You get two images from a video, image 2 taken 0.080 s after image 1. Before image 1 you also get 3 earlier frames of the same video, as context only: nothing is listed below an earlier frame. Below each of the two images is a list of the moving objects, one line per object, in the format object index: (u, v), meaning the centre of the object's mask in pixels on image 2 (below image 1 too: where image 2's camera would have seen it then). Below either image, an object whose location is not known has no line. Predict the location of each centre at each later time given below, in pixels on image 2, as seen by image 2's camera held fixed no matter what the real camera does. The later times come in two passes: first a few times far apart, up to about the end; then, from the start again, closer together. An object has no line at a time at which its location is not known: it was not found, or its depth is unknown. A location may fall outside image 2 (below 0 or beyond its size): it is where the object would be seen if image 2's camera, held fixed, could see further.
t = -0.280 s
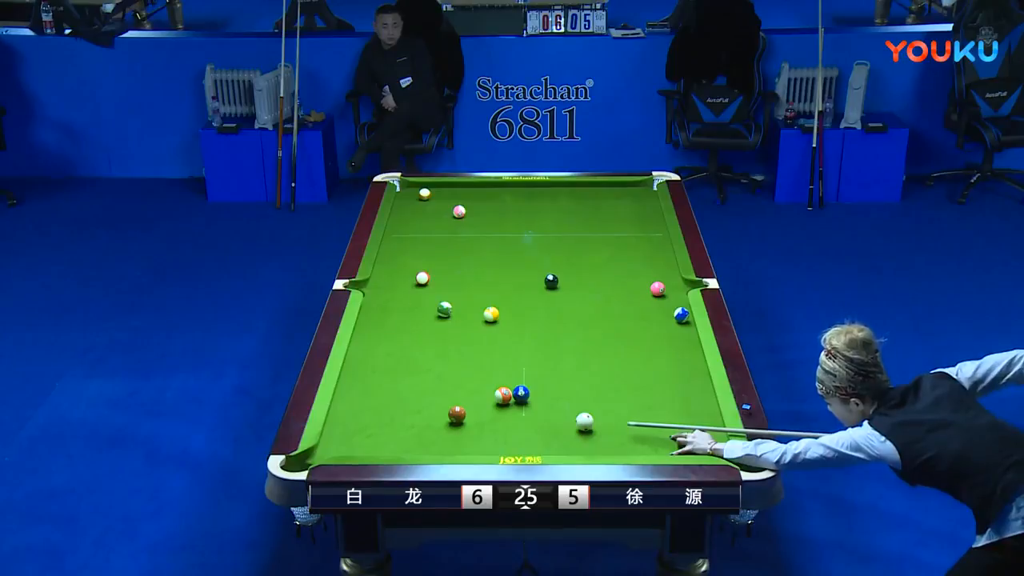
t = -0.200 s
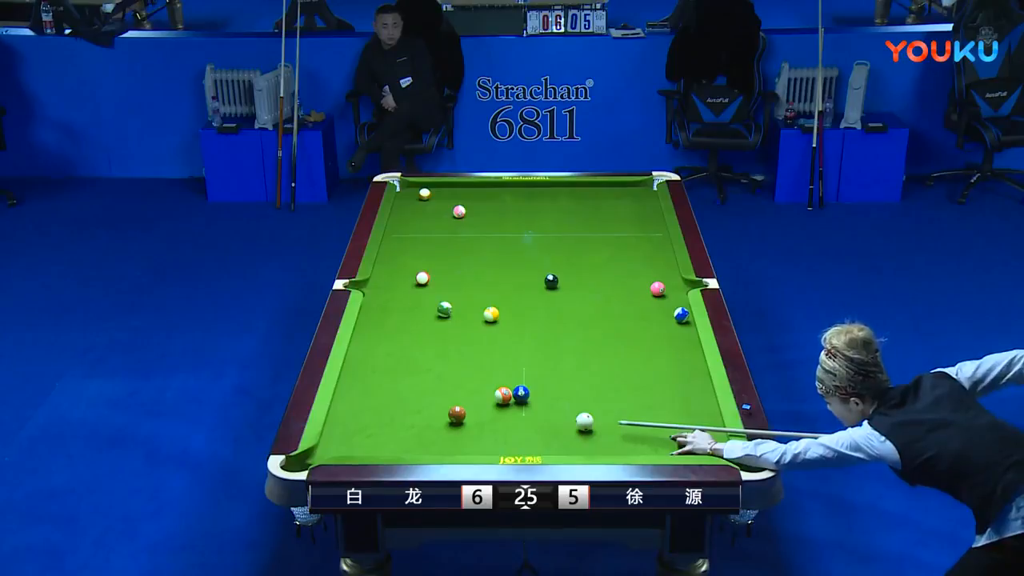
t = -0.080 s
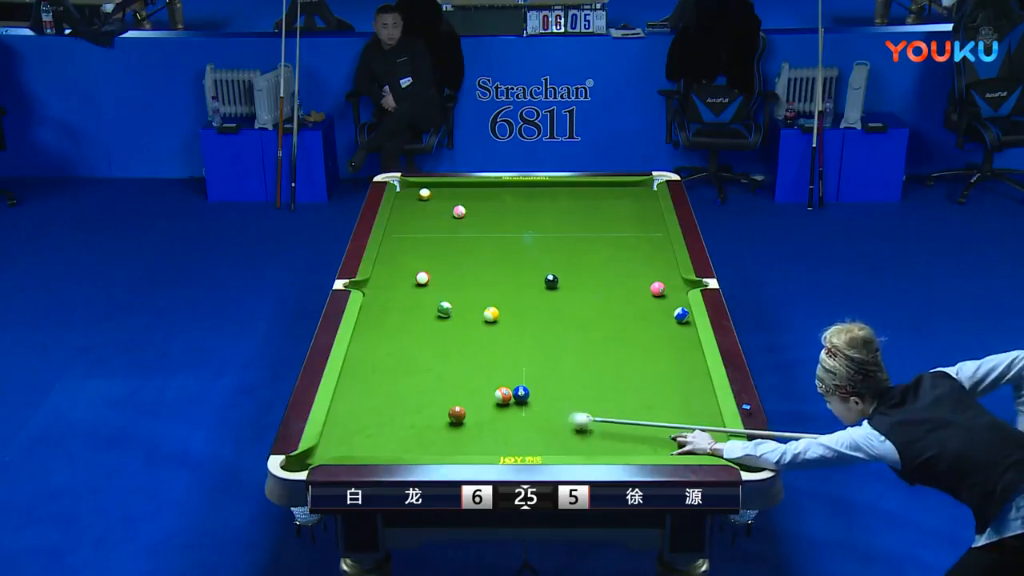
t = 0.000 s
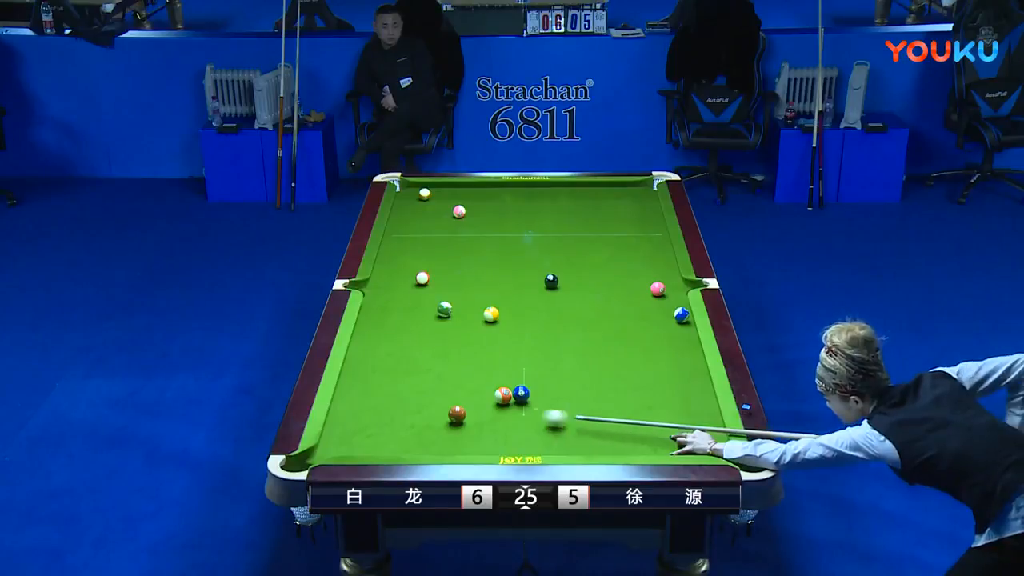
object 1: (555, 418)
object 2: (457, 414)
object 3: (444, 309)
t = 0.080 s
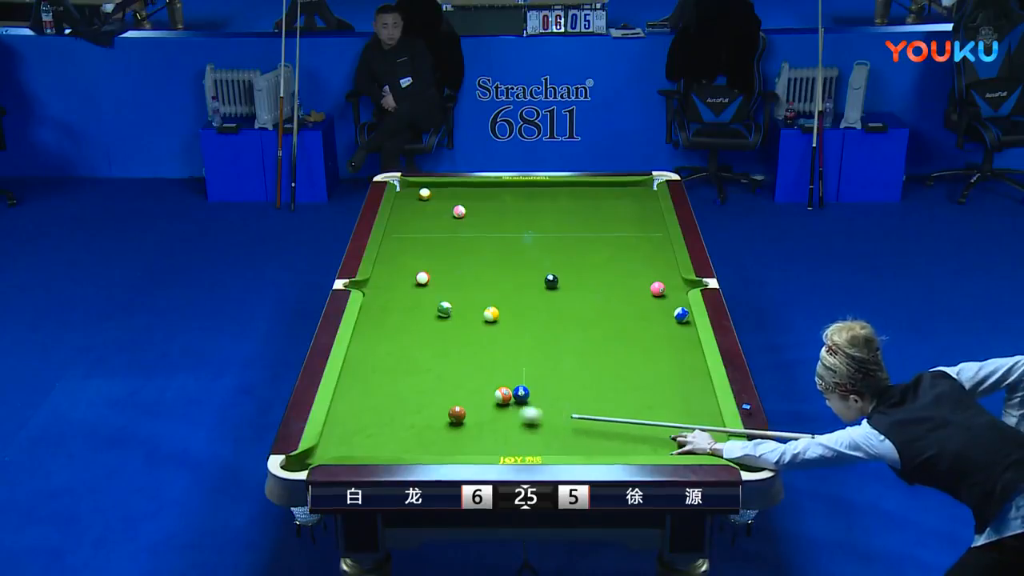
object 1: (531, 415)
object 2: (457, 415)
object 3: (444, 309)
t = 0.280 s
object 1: (472, 408)
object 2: (456, 415)
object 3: (444, 309)
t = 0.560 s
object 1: (431, 388)
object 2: (424, 425)
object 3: (444, 309)
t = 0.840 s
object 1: (393, 371)
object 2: (395, 434)
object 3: (444, 309)
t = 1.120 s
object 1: (357, 355)
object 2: (367, 443)
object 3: (444, 309)
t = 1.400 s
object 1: (376, 343)
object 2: (340, 448)
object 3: (444, 309)
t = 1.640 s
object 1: (396, 334)
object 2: (317, 455)
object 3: (444, 309)
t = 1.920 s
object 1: (417, 324)
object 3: (444, 309)
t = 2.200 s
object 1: (436, 315)
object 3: (446, 308)
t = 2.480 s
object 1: (443, 314)
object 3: (452, 303)
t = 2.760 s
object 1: (448, 314)
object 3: (459, 298)
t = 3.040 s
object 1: (451, 314)
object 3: (464, 294)
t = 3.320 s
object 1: (452, 314)
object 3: (470, 291)
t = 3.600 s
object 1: (452, 314)
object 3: (473, 288)
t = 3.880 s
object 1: (452, 314)
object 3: (476, 286)
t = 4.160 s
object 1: (452, 314)
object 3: (478, 284)
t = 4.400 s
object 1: (452, 314)
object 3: (480, 283)
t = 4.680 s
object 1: (452, 314)
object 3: (481, 283)
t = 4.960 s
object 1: (452, 314)
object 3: (481, 283)
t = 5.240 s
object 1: (452, 314)
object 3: (481, 283)
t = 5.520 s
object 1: (452, 314)
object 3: (481, 283)
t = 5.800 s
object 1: (452, 314)
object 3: (481, 283)
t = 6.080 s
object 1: (452, 314)
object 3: (481, 283)
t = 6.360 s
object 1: (452, 314)
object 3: (481, 283)
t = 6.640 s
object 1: (452, 314)
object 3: (481, 283)
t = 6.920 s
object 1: (452, 314)
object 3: (481, 283)
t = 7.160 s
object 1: (452, 314)
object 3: (481, 283)
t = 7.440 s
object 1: (452, 314)
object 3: (481, 283)
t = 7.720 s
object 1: (452, 314)
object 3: (481, 283)
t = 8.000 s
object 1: (452, 314)
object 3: (481, 283)
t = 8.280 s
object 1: (452, 314)
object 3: (481, 283)
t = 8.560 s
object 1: (452, 314)
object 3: (481, 283)
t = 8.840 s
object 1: (452, 314)
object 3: (481, 283)
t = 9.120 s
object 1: (452, 314)
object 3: (481, 283)
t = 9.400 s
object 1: (452, 314)
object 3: (481, 283)
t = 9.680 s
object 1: (452, 314)
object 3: (481, 283)
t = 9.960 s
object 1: (452, 314)
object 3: (481, 283)
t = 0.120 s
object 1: (519, 414)
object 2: (457, 414)
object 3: (444, 309)
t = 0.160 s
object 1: (507, 413)
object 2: (457, 414)
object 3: (444, 309)
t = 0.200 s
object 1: (494, 411)
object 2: (457, 414)
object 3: (444, 309)
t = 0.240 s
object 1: (484, 411)
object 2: (457, 414)
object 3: (444, 309)
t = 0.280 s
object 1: (472, 408)
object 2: (456, 415)
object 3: (444, 309)
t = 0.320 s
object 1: (467, 405)
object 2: (451, 416)
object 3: (444, 309)
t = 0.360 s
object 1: (461, 402)
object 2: (445, 418)
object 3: (444, 309)
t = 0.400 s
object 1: (455, 399)
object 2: (441, 419)
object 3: (444, 309)
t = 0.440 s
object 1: (448, 397)
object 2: (436, 421)
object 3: (444, 309)
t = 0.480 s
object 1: (443, 394)
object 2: (432, 422)
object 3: (444, 309)
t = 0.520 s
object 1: (437, 391)
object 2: (428, 424)
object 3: (444, 309)
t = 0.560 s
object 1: (431, 388)
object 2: (424, 425)
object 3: (444, 309)
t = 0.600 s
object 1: (425, 386)
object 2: (419, 426)
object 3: (444, 309)
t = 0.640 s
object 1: (419, 383)
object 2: (415, 428)
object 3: (444, 309)
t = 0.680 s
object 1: (414, 381)
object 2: (411, 429)
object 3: (444, 309)
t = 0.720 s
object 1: (409, 379)
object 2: (407, 430)
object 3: (444, 309)
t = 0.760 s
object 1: (403, 376)
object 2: (403, 432)
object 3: (444, 309)
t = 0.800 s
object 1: (398, 374)
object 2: (399, 433)
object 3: (444, 309)
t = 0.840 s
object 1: (393, 371)
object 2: (395, 434)
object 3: (444, 309)
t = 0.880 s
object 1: (387, 369)
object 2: (390, 435)
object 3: (444, 309)
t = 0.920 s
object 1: (382, 367)
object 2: (387, 436)
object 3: (444, 309)
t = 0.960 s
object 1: (377, 364)
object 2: (382, 438)
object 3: (444, 309)
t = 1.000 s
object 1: (372, 362)
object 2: (378, 439)
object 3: (444, 309)
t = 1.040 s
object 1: (367, 360)
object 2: (374, 440)
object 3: (444, 309)
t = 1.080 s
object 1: (363, 358)
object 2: (370, 441)
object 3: (444, 309)
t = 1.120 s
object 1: (357, 355)
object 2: (367, 443)
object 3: (444, 309)
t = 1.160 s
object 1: (354, 354)
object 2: (363, 444)
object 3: (444, 309)
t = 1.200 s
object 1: (359, 351)
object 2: (359, 445)
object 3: (444, 309)
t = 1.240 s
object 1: (362, 350)
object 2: (355, 446)
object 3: (444, 309)
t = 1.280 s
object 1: (366, 348)
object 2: (351, 446)
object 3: (444, 309)
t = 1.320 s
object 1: (370, 346)
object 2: (347, 447)
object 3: (444, 309)
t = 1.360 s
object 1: (373, 345)
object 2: (344, 447)
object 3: (444, 309)
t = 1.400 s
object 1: (376, 343)
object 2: (340, 448)
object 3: (444, 309)
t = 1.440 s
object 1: (380, 341)
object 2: (336, 449)
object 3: (444, 309)
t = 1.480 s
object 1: (383, 340)
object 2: (332, 450)
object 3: (444, 309)
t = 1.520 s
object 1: (386, 338)
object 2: (328, 451)
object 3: (444, 309)
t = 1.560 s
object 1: (390, 337)
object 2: (325, 452)
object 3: (444, 309)
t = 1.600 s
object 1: (393, 335)
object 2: (321, 454)
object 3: (444, 309)
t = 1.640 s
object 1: (396, 334)
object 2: (317, 455)
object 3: (444, 309)
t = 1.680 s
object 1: (399, 332)
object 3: (444, 309)
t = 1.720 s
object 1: (402, 331)
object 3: (444, 309)
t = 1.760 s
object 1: (405, 330)
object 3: (444, 309)
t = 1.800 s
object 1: (408, 328)
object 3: (444, 309)
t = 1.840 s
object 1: (411, 327)
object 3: (444, 309)
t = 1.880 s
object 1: (414, 325)
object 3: (444, 309)
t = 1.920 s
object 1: (417, 324)
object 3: (444, 309)
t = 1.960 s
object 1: (420, 323)
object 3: (444, 309)
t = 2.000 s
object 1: (423, 321)
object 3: (444, 309)
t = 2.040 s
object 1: (425, 320)
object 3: (444, 309)
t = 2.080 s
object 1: (428, 319)
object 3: (444, 309)
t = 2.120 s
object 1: (431, 317)
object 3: (444, 309)
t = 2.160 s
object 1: (433, 316)
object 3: (445, 309)
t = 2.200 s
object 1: (436, 315)
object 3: (446, 308)
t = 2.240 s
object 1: (437, 315)
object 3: (447, 307)
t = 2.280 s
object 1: (438, 315)
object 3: (448, 306)
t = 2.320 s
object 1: (439, 315)
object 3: (449, 306)
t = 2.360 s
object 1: (440, 315)
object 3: (450, 306)
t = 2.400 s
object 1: (441, 315)
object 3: (451, 305)
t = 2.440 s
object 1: (442, 314)
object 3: (451, 304)
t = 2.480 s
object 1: (443, 314)
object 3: (452, 303)
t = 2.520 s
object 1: (444, 315)
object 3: (453, 302)
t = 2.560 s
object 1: (444, 315)
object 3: (454, 302)
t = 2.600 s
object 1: (445, 314)
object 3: (455, 301)
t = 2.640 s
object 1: (446, 314)
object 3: (456, 300)
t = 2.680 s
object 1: (446, 314)
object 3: (456, 300)
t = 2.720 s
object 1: (447, 314)
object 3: (458, 299)
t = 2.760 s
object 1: (448, 314)
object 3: (459, 298)
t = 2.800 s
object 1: (448, 314)
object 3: (460, 298)
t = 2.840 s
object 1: (449, 314)
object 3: (460, 298)
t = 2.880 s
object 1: (449, 314)
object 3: (461, 298)
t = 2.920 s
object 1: (450, 314)
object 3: (461, 297)
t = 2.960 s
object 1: (450, 314)
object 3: (462, 296)
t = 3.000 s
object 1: (451, 313)
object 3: (463, 295)
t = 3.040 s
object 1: (451, 314)
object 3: (464, 294)
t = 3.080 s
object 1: (451, 314)
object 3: (465, 294)
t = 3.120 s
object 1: (451, 314)
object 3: (466, 293)
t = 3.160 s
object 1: (452, 314)
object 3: (467, 292)
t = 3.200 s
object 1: (452, 314)
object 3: (467, 292)
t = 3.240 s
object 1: (452, 314)
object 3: (468, 292)
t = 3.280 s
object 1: (452, 314)
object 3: (469, 291)
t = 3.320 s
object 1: (452, 314)
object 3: (470, 291)
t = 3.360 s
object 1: (452, 314)
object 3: (470, 290)
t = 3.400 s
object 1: (452, 314)
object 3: (471, 290)
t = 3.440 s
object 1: (452, 314)
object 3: (471, 290)
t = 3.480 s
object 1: (452, 314)
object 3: (472, 289)
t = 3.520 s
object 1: (452, 314)
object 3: (472, 289)
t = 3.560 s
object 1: (452, 314)
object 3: (473, 288)
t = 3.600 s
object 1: (452, 314)
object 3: (473, 288)
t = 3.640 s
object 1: (452, 314)
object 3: (473, 288)
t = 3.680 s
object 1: (452, 314)
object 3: (473, 288)
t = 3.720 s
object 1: (452, 314)
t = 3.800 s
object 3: (478, 287)
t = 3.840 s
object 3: (475, 286)
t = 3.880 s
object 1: (452, 314)
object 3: (476, 286)
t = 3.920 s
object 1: (452, 314)
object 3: (476, 286)
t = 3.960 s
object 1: (452, 314)
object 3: (477, 285)
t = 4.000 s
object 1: (452, 314)
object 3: (477, 285)
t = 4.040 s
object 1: (452, 314)
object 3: (477, 285)
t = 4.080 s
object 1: (452, 314)
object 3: (478, 284)
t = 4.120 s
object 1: (452, 314)
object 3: (478, 284)
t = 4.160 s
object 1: (452, 314)
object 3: (478, 284)
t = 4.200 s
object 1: (452, 314)
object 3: (479, 284)
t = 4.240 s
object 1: (452, 314)
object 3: (479, 283)
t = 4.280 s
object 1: (452, 314)
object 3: (479, 283)
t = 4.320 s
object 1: (452, 314)
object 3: (479, 283)
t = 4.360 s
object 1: (452, 314)
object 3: (479, 283)
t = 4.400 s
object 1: (452, 314)
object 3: (480, 283)
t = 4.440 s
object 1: (452, 314)
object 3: (480, 283)
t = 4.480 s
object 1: (452, 314)
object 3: (480, 283)
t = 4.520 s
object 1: (452, 314)
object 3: (480, 283)
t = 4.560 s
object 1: (452, 314)
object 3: (480, 283)
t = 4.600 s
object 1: (452, 314)
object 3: (480, 283)
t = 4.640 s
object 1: (452, 314)
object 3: (481, 283)
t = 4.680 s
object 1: (452, 314)
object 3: (481, 283)
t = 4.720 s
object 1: (452, 314)
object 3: (481, 283)
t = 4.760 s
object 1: (452, 314)
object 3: (481, 282)
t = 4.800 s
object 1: (452, 314)
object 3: (481, 283)
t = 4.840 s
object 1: (452, 314)
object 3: (481, 283)
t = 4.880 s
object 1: (452, 314)
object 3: (481, 283)
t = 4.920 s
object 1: (452, 314)
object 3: (481, 283)
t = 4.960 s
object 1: (452, 314)
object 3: (481, 283)
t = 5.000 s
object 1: (452, 314)
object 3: (481, 283)
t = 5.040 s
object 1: (452, 314)
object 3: (481, 283)
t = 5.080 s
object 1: (452, 314)
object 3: (481, 283)
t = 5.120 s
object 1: (452, 314)
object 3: (481, 283)
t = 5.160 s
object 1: (452, 314)
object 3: (481, 283)
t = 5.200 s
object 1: (452, 314)
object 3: (481, 283)
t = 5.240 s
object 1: (452, 314)
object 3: (481, 283)
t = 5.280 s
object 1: (452, 314)
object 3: (481, 283)
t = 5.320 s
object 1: (452, 314)
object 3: (481, 283)
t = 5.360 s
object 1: (452, 314)
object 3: (481, 283)
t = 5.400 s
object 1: (452, 314)
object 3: (481, 283)
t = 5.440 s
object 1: (452, 314)
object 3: (481, 283)
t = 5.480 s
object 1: (452, 314)
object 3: (481, 283)
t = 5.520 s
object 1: (452, 314)
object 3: (481, 283)
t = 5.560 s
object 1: (452, 314)
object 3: (481, 283)
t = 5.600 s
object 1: (452, 314)
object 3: (481, 283)
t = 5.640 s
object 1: (452, 314)
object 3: (481, 283)
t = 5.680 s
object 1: (452, 314)
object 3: (481, 283)
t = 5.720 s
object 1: (452, 314)
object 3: (481, 283)
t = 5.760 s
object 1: (452, 314)
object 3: (481, 283)
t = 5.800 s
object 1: (452, 314)
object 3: (481, 283)
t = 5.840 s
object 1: (452, 314)
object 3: (481, 283)
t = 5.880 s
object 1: (452, 314)
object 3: (481, 283)
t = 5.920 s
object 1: (452, 314)
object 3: (481, 283)
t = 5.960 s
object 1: (452, 314)
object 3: (481, 283)
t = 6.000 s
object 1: (452, 314)
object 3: (481, 283)
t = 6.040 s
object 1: (452, 314)
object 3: (481, 283)
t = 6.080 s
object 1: (452, 314)
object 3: (481, 283)
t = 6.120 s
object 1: (452, 314)
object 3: (481, 283)
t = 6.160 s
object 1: (452, 314)
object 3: (481, 283)
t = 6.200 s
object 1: (452, 314)
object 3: (481, 283)
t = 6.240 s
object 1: (452, 314)
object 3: (481, 283)
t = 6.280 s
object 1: (452, 314)
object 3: (481, 283)
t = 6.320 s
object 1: (452, 314)
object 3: (481, 283)
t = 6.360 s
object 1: (452, 314)
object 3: (481, 283)
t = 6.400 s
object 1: (452, 314)
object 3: (481, 283)
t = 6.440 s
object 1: (452, 314)
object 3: (481, 283)
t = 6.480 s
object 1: (452, 314)
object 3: (481, 283)
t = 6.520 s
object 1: (452, 314)
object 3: (481, 283)
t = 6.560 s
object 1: (452, 314)
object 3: (481, 283)
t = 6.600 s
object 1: (452, 314)
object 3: (481, 283)
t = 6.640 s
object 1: (452, 314)
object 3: (481, 283)
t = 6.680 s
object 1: (452, 314)
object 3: (481, 283)
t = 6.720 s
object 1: (452, 314)
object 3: (481, 283)
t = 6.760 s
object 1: (452, 314)
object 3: (481, 283)
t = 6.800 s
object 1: (452, 314)
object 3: (481, 283)
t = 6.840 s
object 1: (452, 314)
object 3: (481, 283)
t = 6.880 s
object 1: (452, 314)
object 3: (481, 283)
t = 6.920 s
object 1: (452, 314)
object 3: (481, 283)
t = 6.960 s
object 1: (452, 314)
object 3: (481, 283)
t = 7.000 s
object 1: (452, 314)
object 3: (481, 283)
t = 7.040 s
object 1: (452, 314)
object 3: (481, 283)
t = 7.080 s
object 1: (452, 314)
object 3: (481, 283)
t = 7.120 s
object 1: (452, 314)
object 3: (481, 283)
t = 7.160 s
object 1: (452, 314)
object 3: (481, 283)
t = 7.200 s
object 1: (452, 314)
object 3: (481, 283)
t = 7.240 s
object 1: (452, 314)
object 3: (481, 283)
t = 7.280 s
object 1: (452, 314)
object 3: (481, 283)
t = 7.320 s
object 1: (452, 314)
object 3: (481, 283)
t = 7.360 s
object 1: (452, 314)
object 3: (481, 283)
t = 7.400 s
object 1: (452, 314)
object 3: (481, 283)
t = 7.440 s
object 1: (452, 314)
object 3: (481, 283)
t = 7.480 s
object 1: (452, 314)
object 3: (481, 283)
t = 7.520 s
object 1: (452, 314)
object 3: (481, 283)
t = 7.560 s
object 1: (452, 314)
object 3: (481, 283)
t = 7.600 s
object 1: (452, 314)
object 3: (481, 283)
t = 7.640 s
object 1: (452, 314)
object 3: (481, 283)
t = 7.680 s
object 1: (452, 314)
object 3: (481, 283)
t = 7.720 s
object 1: (452, 314)
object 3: (481, 283)
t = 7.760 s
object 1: (452, 314)
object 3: (481, 283)
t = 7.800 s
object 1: (452, 314)
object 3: (481, 283)
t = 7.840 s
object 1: (452, 314)
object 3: (481, 283)
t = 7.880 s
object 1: (452, 314)
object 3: (481, 283)
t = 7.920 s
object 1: (452, 314)
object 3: (481, 283)
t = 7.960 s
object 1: (452, 314)
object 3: (481, 283)
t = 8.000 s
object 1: (452, 314)
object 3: (481, 283)
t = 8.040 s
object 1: (452, 314)
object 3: (481, 283)
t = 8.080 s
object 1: (452, 314)
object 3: (481, 283)
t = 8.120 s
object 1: (452, 314)
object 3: (481, 283)
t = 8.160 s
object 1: (452, 314)
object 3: (481, 283)
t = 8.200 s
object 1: (452, 314)
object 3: (481, 283)
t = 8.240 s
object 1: (452, 314)
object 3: (481, 283)
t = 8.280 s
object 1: (452, 314)
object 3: (481, 283)
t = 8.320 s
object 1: (452, 314)
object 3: (481, 283)
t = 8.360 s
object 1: (452, 314)
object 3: (481, 283)
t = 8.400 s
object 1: (452, 314)
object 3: (481, 283)
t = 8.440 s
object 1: (452, 314)
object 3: (481, 283)
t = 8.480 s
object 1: (452, 314)
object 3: (481, 283)
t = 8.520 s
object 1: (452, 314)
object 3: (481, 283)
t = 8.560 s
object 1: (452, 314)
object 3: (481, 283)
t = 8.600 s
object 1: (452, 314)
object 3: (481, 283)
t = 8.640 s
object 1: (452, 314)
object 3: (481, 283)
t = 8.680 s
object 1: (452, 314)
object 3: (481, 283)
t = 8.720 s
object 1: (452, 314)
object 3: (481, 283)
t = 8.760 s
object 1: (452, 314)
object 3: (481, 283)
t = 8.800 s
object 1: (452, 314)
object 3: (481, 283)
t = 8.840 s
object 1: (452, 314)
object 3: (481, 283)
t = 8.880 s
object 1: (452, 314)
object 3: (481, 283)
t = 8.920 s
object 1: (452, 314)
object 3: (481, 283)
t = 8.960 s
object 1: (452, 314)
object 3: (481, 283)
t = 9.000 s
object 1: (452, 314)
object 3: (481, 283)
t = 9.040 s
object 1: (452, 314)
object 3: (481, 283)
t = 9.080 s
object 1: (452, 314)
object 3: (481, 283)
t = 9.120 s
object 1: (452, 314)
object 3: (481, 283)
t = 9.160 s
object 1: (452, 314)
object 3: (481, 283)
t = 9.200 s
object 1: (452, 314)
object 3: (481, 283)
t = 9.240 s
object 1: (452, 314)
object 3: (481, 283)
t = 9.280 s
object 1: (452, 314)
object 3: (481, 283)
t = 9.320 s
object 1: (452, 314)
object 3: (481, 283)
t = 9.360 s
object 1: (452, 314)
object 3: (481, 283)
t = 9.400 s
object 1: (452, 314)
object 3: (481, 283)
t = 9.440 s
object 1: (452, 314)
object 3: (481, 283)
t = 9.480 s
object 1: (452, 314)
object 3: (481, 283)
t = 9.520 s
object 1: (452, 314)
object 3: (481, 283)
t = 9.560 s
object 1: (452, 314)
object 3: (481, 283)
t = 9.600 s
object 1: (452, 314)
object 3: (481, 283)
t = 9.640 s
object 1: (452, 314)
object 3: (481, 283)
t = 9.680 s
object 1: (452, 314)
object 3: (481, 283)
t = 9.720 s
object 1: (452, 314)
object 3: (481, 283)
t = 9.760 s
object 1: (452, 314)
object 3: (481, 283)
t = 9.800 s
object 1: (452, 314)
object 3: (481, 283)
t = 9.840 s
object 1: (452, 314)
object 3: (481, 283)
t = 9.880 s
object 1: (452, 314)
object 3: (481, 283)
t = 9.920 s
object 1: (452, 314)
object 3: (481, 283)
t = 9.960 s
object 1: (452, 314)
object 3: (481, 283)
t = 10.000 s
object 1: (452, 314)
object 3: (481, 283)
